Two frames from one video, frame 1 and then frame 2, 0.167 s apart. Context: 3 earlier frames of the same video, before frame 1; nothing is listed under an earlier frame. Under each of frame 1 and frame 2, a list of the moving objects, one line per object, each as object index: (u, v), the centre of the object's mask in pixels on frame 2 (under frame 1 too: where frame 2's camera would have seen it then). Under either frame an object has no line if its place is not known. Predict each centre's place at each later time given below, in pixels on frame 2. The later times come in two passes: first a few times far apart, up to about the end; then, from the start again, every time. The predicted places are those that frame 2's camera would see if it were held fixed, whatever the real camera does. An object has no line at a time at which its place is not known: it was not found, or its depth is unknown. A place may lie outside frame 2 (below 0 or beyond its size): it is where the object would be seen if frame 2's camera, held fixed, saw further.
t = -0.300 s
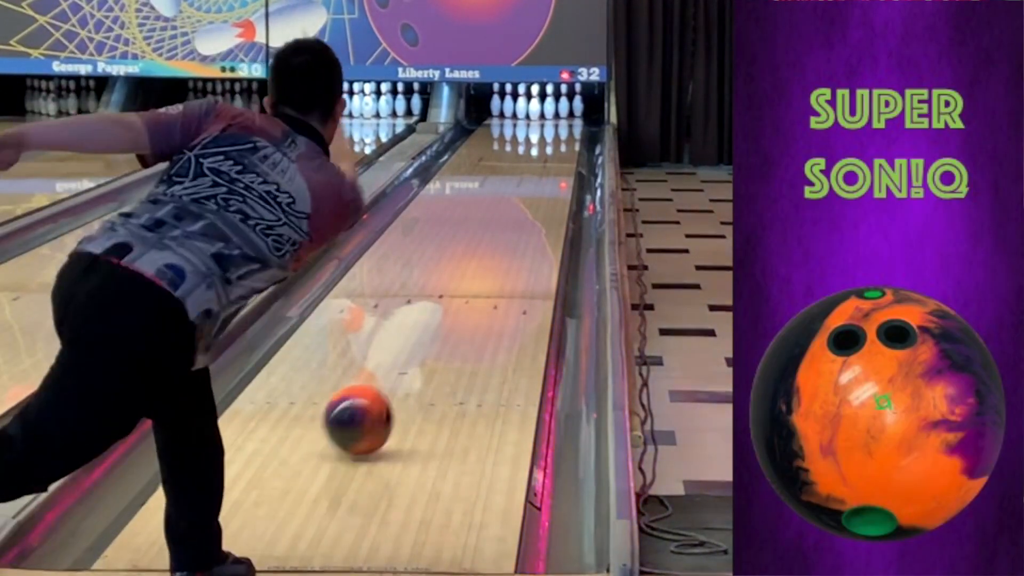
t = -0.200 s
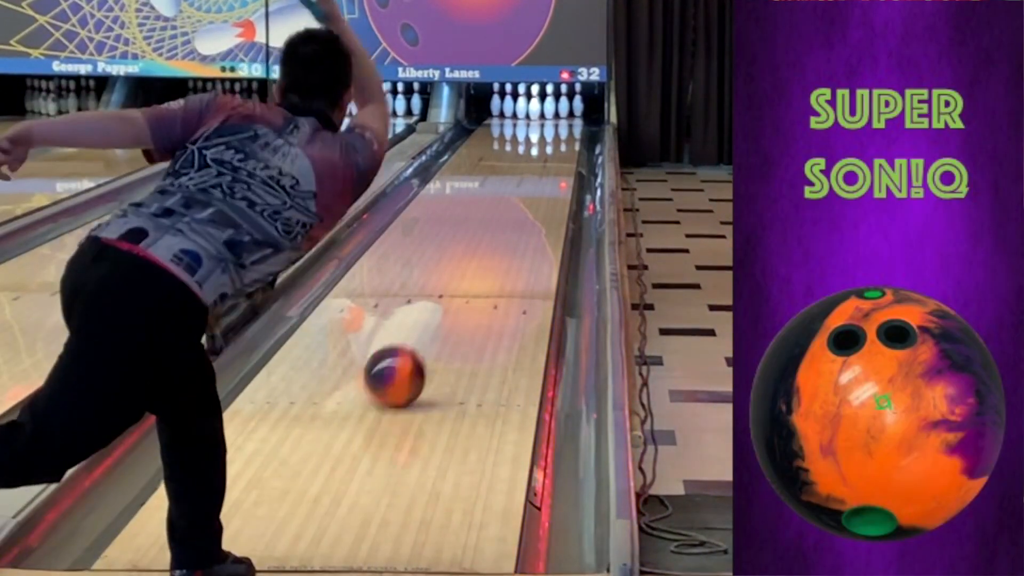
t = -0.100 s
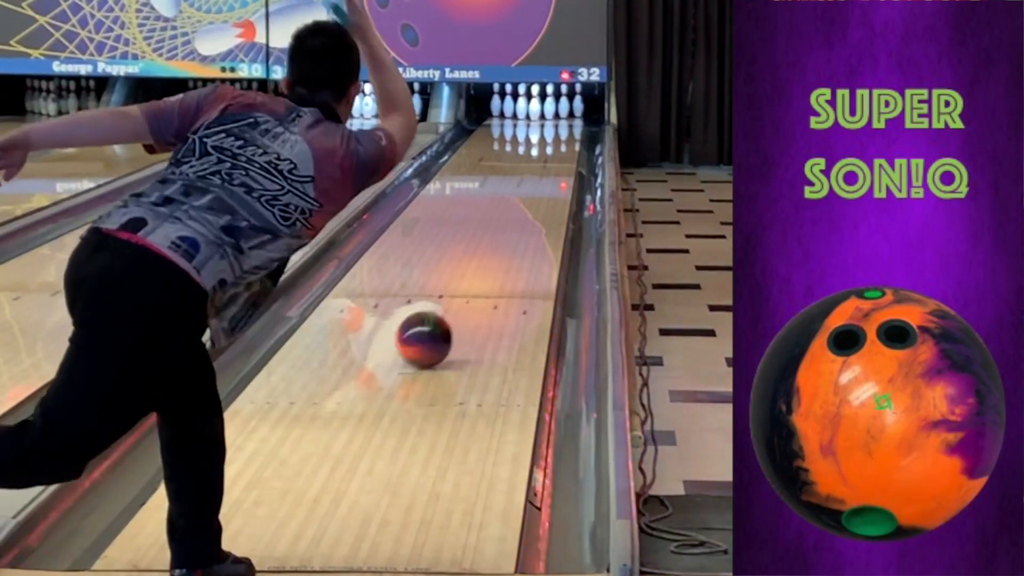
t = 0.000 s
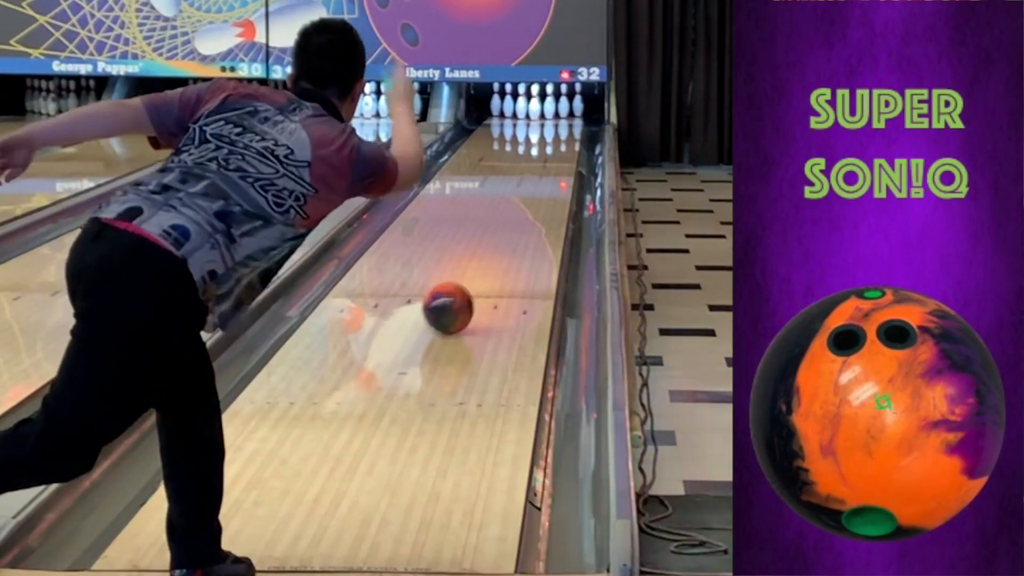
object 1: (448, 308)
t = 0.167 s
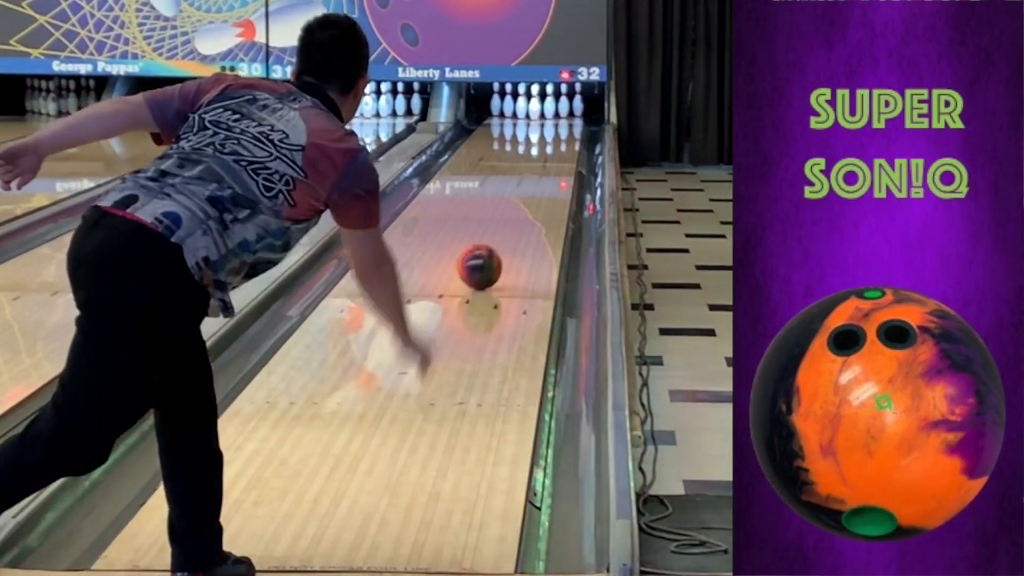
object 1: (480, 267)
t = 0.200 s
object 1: (485, 261)
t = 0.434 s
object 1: (514, 221)
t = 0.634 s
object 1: (533, 195)
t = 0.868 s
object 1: (549, 172)
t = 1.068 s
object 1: (559, 154)
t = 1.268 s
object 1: (565, 142)
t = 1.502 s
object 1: (564, 129)
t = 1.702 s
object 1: (557, 121)
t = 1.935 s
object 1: (542, 113)
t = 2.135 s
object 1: (537, 107)
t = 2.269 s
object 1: (536, 107)
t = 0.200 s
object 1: (485, 261)
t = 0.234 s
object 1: (490, 254)
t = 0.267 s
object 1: (494, 248)
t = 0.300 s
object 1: (499, 242)
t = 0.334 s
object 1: (503, 237)
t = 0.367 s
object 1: (507, 231)
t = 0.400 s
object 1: (511, 226)
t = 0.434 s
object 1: (514, 221)
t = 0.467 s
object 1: (518, 216)
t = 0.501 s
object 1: (521, 212)
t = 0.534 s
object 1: (524, 207)
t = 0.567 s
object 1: (527, 203)
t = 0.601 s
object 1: (530, 199)
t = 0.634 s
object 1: (533, 195)
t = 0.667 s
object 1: (536, 192)
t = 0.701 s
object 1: (538, 188)
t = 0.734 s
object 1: (540, 185)
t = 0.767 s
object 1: (542, 181)
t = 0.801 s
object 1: (545, 178)
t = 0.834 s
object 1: (547, 175)
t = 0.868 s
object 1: (549, 172)
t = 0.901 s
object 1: (551, 169)
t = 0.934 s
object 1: (552, 166)
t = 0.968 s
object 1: (555, 163)
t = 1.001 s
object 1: (556, 161)
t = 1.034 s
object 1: (557, 157)
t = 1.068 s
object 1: (559, 154)
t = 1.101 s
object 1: (560, 152)
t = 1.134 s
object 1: (562, 150)
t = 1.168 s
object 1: (563, 148)
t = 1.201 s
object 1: (563, 145)
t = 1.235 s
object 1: (564, 144)
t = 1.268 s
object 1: (565, 142)
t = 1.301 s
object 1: (565, 140)
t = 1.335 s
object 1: (565, 137)
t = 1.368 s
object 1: (565, 135)
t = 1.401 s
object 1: (565, 134)
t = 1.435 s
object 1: (565, 132)
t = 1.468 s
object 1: (564, 130)
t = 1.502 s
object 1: (564, 129)
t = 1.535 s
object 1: (563, 128)
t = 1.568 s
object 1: (563, 127)
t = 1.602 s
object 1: (562, 126)
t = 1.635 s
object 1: (559, 123)
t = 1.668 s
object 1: (558, 122)
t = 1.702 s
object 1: (557, 121)
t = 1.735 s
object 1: (554, 120)
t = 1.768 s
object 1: (551, 118)
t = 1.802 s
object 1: (550, 117)
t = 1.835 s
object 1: (548, 116)
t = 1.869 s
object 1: (546, 115)
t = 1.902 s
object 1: (544, 114)
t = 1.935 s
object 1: (542, 113)
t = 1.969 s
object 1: (540, 111)
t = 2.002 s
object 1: (539, 110)
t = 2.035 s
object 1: (539, 110)
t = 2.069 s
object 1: (537, 109)
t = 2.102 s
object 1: (537, 108)
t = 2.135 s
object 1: (537, 107)
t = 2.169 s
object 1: (537, 107)
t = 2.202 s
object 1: (536, 107)
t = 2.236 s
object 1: (535, 106)
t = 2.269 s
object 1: (536, 107)
